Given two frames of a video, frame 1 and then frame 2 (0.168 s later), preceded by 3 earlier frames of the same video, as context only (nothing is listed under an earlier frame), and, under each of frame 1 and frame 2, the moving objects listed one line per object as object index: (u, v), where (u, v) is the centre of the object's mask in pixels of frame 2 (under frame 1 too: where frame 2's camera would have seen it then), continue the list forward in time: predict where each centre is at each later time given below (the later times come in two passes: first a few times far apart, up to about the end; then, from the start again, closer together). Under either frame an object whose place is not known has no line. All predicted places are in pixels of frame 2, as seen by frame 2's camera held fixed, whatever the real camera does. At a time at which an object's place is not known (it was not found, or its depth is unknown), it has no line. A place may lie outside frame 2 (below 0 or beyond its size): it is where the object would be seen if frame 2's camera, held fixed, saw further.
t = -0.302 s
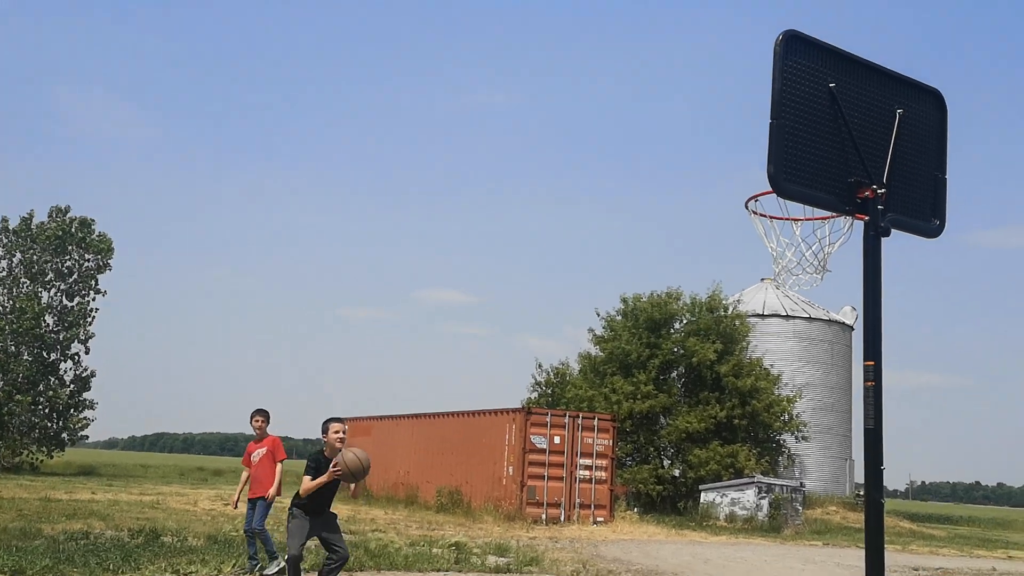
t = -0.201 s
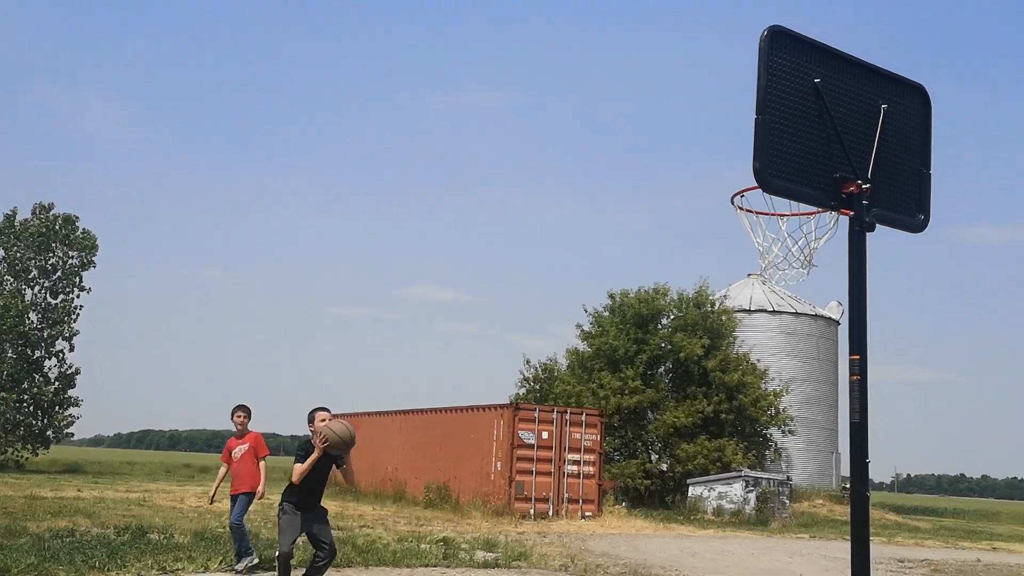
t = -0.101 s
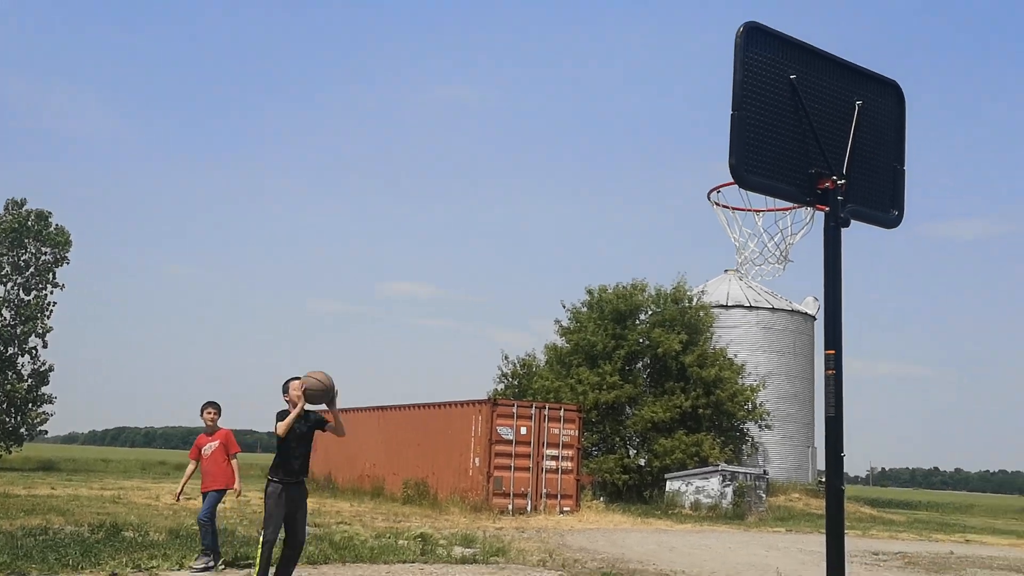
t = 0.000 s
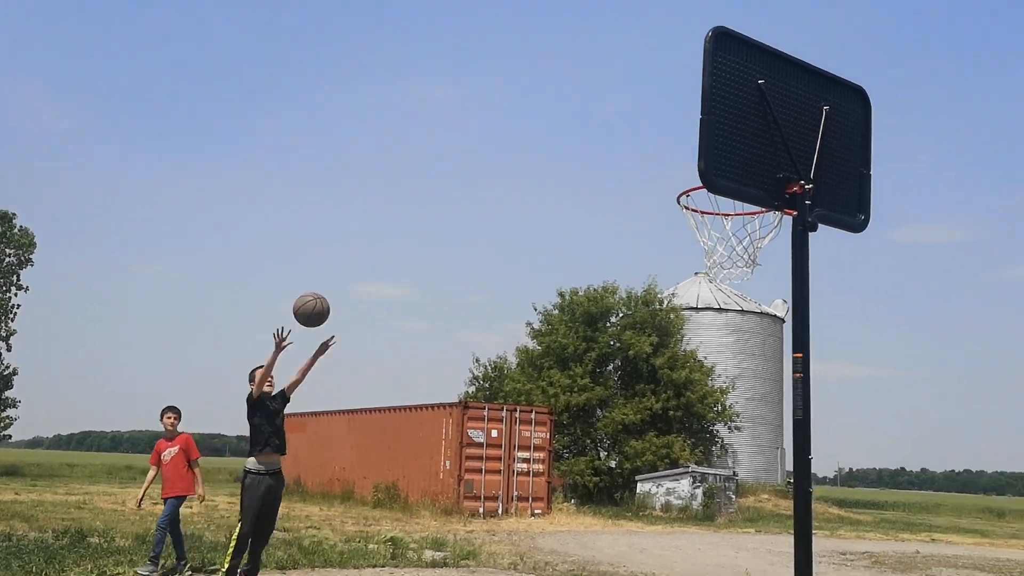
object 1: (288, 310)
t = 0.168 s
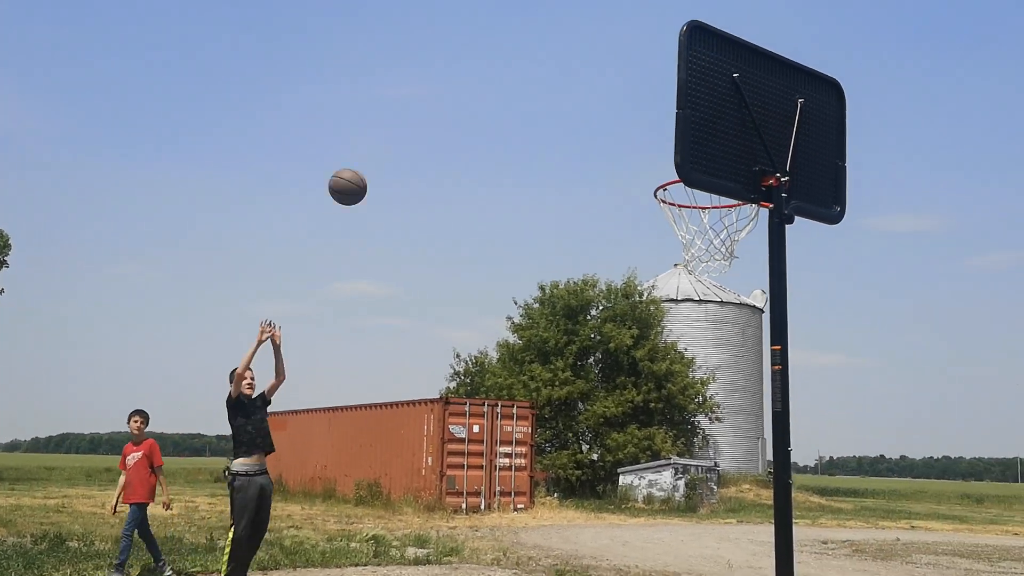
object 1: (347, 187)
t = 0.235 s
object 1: (371, 147)
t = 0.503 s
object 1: (476, 42)
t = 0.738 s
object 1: (586, 38)
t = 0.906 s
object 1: (668, 105)
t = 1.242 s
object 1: (595, 181)
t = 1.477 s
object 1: (495, 284)
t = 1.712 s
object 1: (413, 450)
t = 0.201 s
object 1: (360, 166)
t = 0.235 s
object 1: (371, 147)
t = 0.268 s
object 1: (384, 129)
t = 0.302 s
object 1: (396, 112)
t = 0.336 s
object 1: (408, 97)
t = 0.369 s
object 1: (422, 83)
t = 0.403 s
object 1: (435, 70)
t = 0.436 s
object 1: (448, 60)
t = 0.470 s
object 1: (462, 50)
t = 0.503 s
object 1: (476, 42)
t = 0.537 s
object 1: (490, 36)
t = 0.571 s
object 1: (505, 31)
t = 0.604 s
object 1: (520, 28)
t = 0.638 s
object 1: (536, 27)
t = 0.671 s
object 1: (552, 29)
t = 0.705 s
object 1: (569, 32)
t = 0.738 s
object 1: (586, 38)
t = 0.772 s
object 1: (604, 46)
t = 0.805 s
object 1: (623, 57)
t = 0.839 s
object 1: (642, 70)
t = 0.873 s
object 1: (658, 86)
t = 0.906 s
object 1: (668, 105)
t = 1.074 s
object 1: (670, 164)
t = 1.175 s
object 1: (630, 167)
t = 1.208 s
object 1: (613, 173)
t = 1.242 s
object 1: (595, 181)
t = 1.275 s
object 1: (579, 191)
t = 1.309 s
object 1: (563, 203)
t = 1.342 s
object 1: (548, 216)
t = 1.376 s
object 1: (534, 231)
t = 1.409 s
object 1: (521, 247)
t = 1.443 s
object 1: (508, 265)
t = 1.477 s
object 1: (495, 284)
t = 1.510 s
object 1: (482, 304)
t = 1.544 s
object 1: (470, 325)
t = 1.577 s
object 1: (458, 348)
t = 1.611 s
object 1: (447, 372)
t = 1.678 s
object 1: (424, 423)
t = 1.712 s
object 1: (413, 450)
